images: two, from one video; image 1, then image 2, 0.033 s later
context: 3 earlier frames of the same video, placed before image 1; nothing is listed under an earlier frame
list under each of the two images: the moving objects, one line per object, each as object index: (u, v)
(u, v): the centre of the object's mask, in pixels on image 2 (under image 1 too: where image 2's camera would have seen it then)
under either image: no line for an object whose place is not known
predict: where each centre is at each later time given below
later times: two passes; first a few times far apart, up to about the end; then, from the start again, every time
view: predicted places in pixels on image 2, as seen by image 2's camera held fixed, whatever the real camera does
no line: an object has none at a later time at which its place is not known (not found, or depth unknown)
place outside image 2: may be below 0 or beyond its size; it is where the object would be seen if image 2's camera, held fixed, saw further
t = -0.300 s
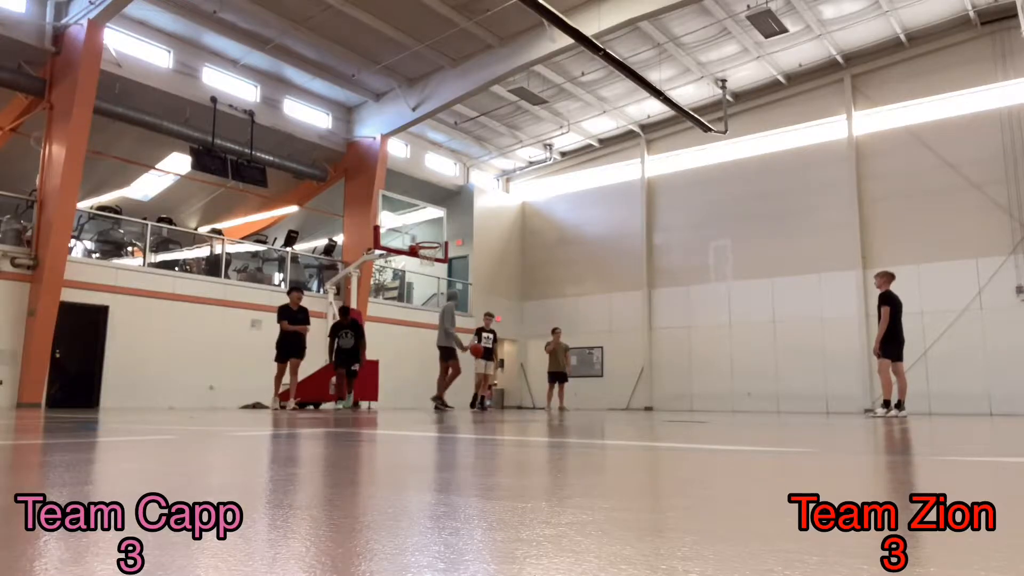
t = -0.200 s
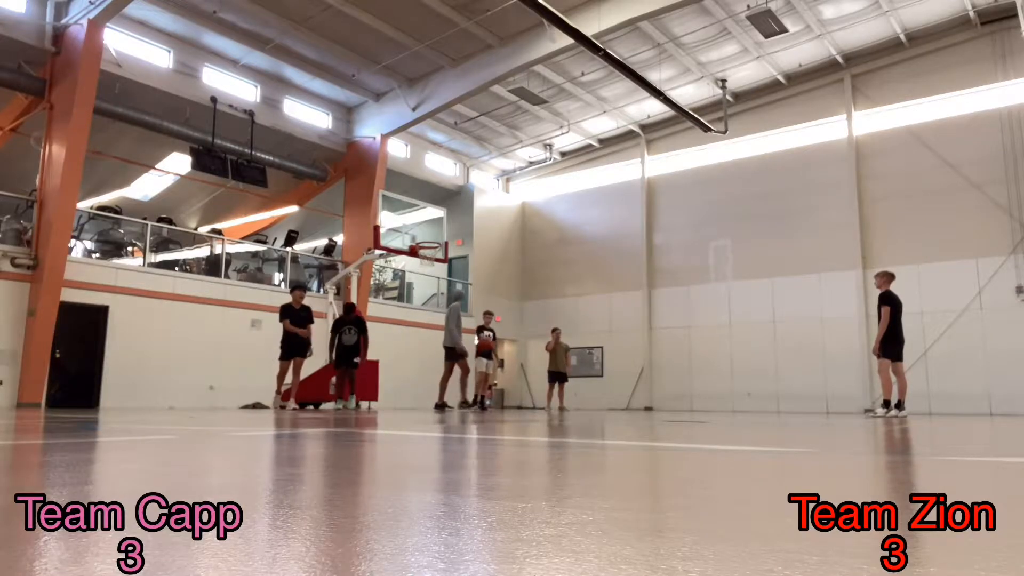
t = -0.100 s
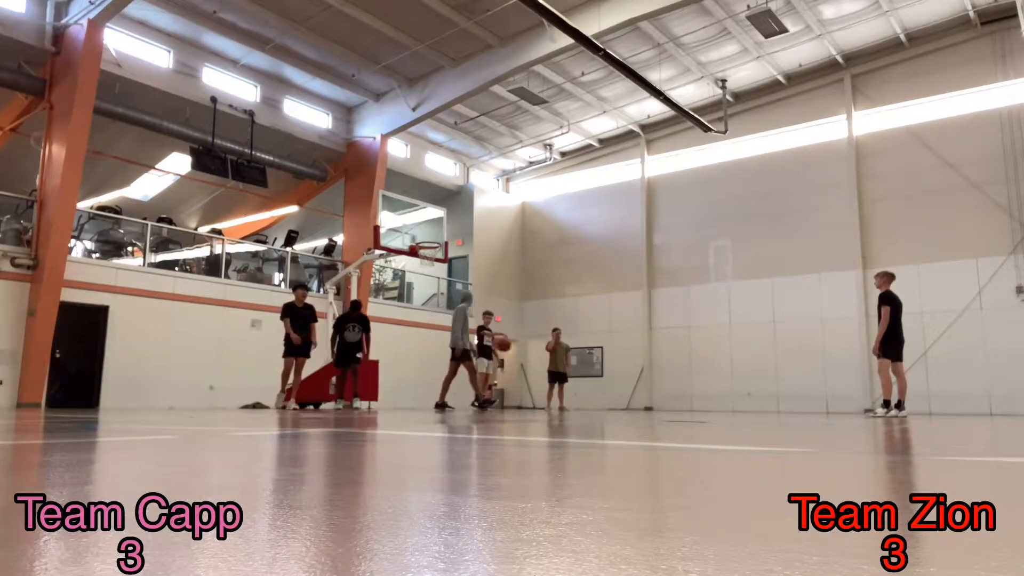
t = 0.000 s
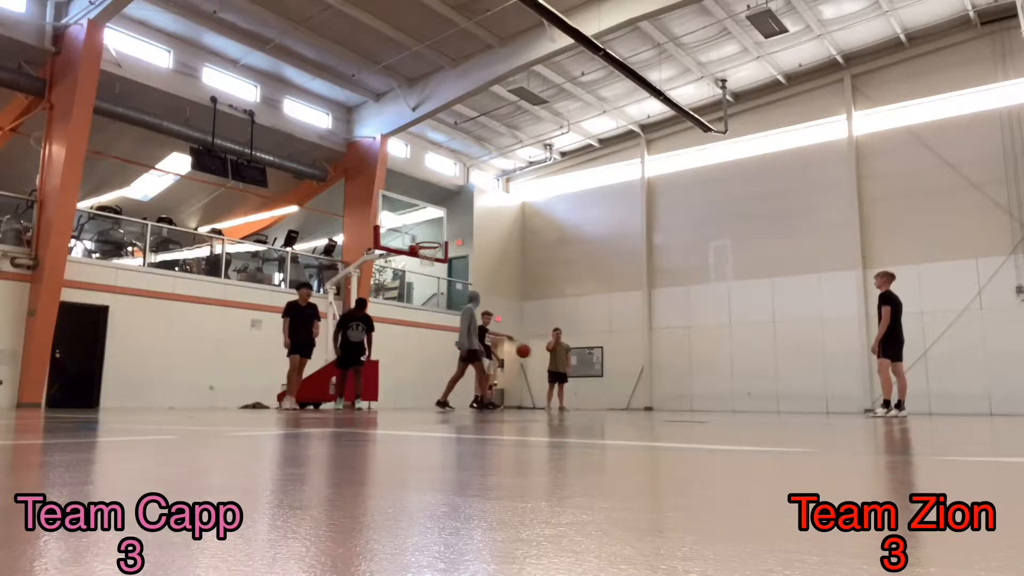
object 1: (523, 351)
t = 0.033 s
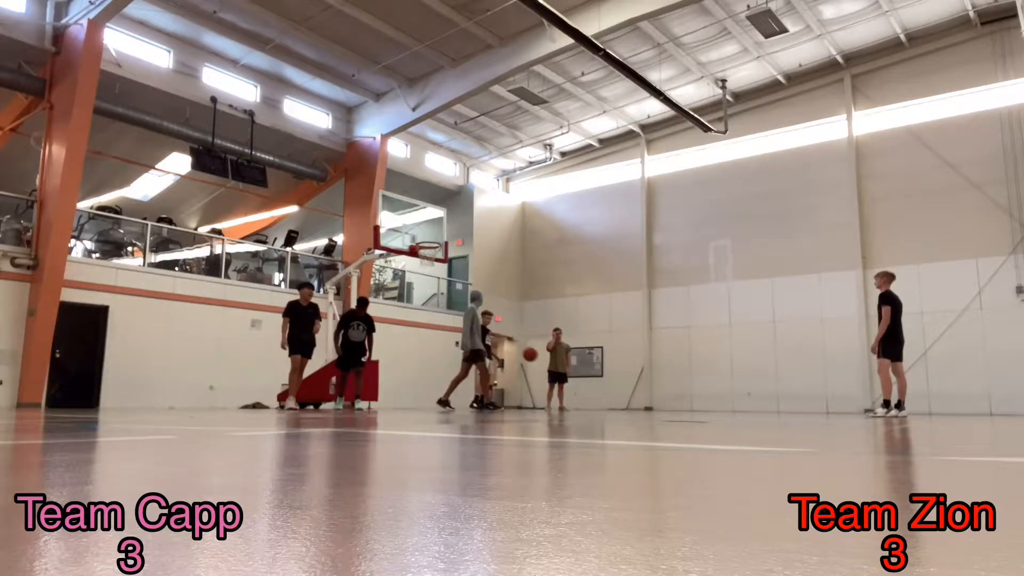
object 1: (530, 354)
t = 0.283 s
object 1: (582, 404)
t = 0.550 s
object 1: (633, 363)
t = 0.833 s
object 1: (692, 368)
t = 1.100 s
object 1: (752, 393)
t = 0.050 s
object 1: (533, 356)
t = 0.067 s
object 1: (536, 358)
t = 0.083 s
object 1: (540, 361)
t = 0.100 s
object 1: (543, 363)
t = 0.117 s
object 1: (546, 366)
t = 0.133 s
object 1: (549, 369)
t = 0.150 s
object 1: (554, 372)
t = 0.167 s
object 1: (556, 376)
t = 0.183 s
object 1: (560, 379)
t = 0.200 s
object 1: (565, 383)
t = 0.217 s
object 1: (569, 387)
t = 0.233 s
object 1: (572, 391)
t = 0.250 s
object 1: (575, 395)
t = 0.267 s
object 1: (578, 400)
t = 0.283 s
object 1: (582, 404)
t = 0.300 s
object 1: (585, 402)
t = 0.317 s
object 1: (588, 398)
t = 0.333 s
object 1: (591, 395)
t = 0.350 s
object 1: (595, 391)
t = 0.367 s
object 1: (598, 388)
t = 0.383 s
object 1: (601, 384)
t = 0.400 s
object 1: (604, 382)
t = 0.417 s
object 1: (607, 379)
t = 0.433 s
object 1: (610, 376)
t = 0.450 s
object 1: (614, 374)
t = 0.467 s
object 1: (617, 371)
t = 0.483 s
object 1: (620, 369)
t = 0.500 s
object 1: (623, 367)
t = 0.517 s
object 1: (626, 366)
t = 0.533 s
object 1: (630, 364)
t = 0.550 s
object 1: (633, 363)
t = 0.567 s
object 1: (636, 361)
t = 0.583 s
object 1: (640, 360)
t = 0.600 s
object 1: (643, 360)
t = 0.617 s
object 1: (646, 359)
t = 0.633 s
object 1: (650, 358)
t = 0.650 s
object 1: (653, 358)
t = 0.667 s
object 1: (656, 358)
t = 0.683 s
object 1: (660, 358)
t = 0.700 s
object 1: (663, 359)
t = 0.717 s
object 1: (667, 359)
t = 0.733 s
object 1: (670, 360)
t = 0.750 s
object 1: (674, 361)
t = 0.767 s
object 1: (677, 362)
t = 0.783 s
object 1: (681, 363)
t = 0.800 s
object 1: (684, 365)
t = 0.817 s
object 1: (688, 366)
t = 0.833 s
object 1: (692, 368)
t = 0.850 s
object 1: (695, 370)
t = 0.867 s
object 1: (699, 372)
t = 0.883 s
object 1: (703, 375)
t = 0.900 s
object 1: (707, 378)
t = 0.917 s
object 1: (710, 381)
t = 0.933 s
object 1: (714, 384)
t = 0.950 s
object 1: (718, 387)
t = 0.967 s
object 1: (722, 391)
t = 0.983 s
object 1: (726, 395)
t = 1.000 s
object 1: (730, 399)
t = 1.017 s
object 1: (733, 403)
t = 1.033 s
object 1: (737, 406)
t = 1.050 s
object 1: (741, 403)
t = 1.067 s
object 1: (745, 399)
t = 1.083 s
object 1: (749, 396)
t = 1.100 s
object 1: (752, 393)
